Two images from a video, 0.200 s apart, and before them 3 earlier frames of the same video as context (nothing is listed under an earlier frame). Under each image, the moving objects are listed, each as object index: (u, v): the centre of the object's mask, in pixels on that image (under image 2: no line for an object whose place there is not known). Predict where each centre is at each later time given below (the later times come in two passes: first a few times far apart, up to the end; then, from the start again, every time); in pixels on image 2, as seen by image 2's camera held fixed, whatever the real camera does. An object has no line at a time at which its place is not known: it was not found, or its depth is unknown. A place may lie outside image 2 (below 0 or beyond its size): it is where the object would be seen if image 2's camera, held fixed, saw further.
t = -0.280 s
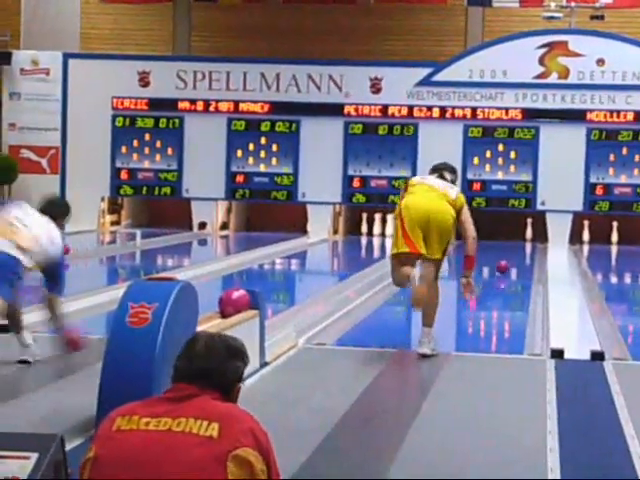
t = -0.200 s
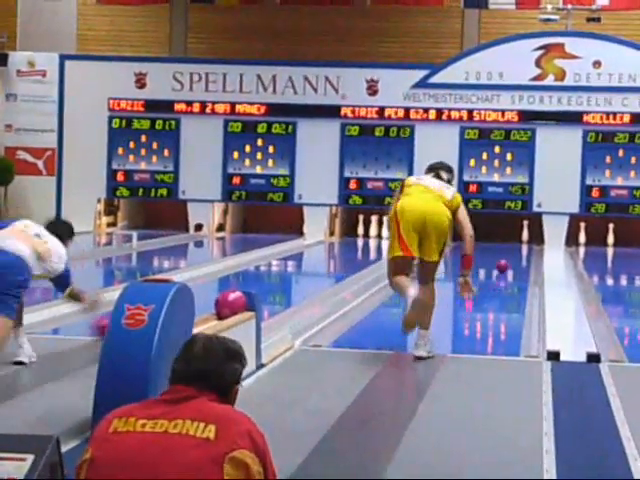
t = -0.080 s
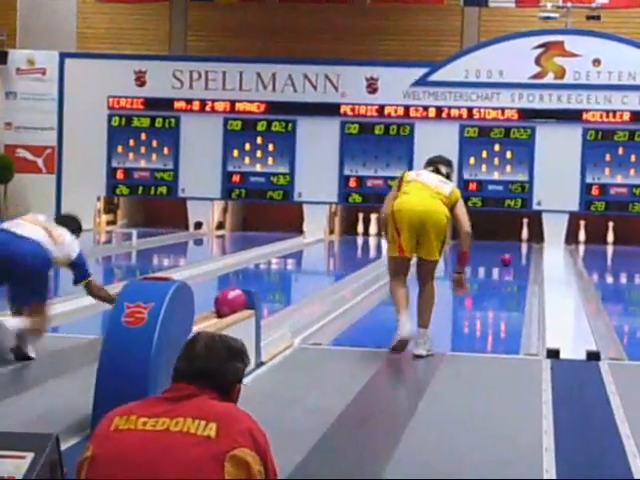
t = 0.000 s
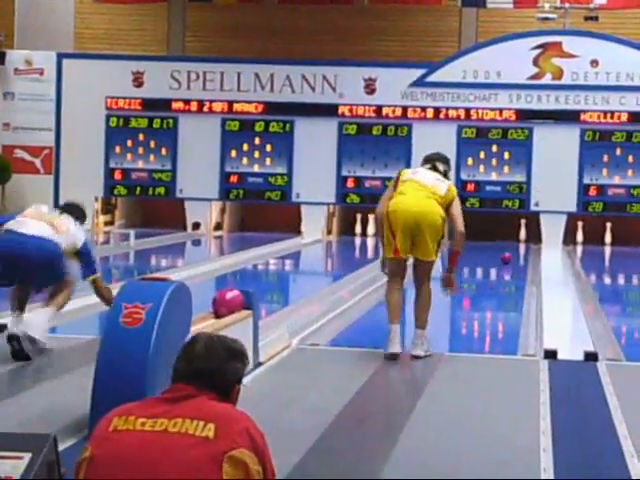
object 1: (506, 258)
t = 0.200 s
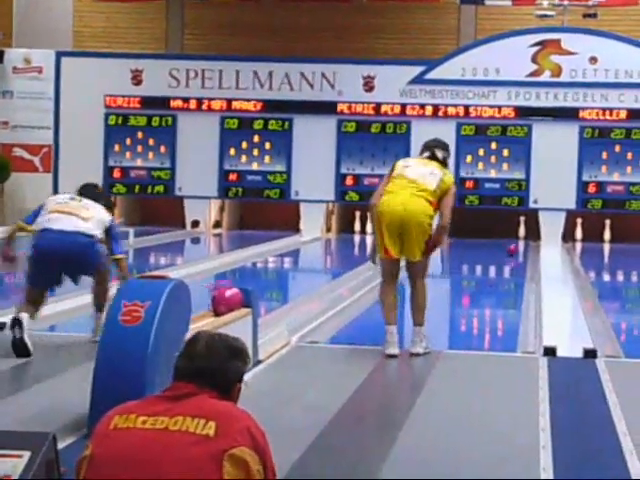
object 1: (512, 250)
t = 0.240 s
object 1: (513, 249)
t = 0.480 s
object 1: (518, 243)
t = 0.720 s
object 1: (523, 239)
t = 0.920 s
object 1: (526, 236)
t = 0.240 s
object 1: (513, 249)
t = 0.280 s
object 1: (514, 247)
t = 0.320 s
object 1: (514, 247)
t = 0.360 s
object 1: (514, 246)
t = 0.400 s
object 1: (516, 245)
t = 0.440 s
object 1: (517, 244)
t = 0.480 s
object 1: (518, 243)
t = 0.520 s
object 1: (519, 243)
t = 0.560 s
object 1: (520, 243)
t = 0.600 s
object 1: (520, 242)
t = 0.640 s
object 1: (520, 242)
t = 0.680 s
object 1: (523, 239)
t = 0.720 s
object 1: (523, 239)
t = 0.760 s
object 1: (523, 239)
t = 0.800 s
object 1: (525, 237)
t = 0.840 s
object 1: (525, 236)
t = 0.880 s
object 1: (526, 236)
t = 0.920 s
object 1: (526, 236)
